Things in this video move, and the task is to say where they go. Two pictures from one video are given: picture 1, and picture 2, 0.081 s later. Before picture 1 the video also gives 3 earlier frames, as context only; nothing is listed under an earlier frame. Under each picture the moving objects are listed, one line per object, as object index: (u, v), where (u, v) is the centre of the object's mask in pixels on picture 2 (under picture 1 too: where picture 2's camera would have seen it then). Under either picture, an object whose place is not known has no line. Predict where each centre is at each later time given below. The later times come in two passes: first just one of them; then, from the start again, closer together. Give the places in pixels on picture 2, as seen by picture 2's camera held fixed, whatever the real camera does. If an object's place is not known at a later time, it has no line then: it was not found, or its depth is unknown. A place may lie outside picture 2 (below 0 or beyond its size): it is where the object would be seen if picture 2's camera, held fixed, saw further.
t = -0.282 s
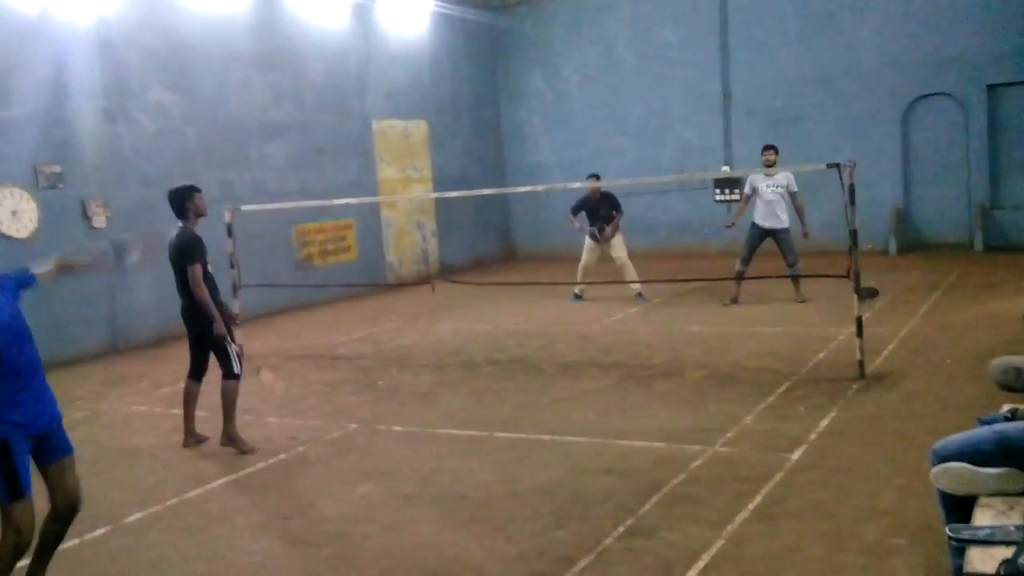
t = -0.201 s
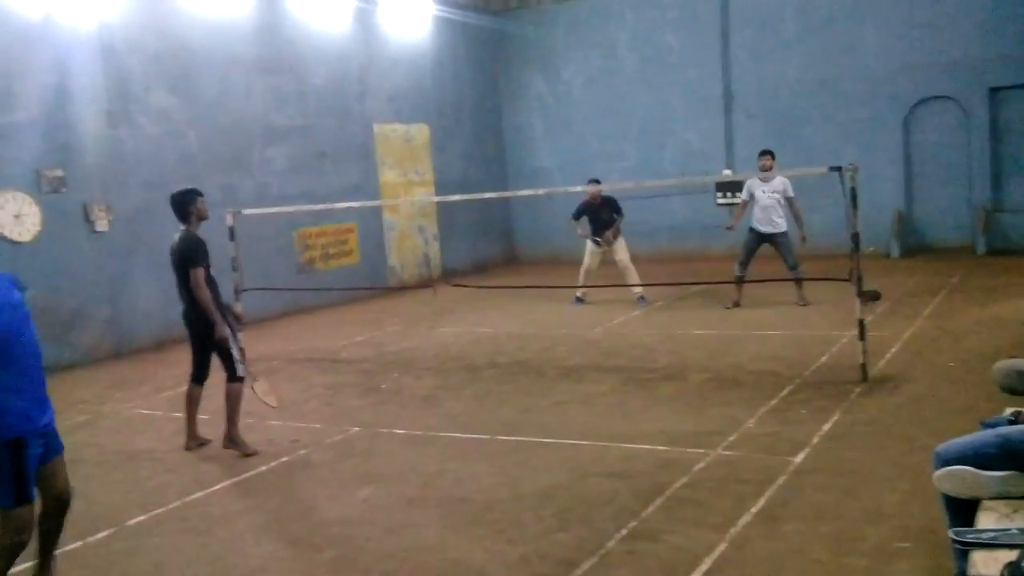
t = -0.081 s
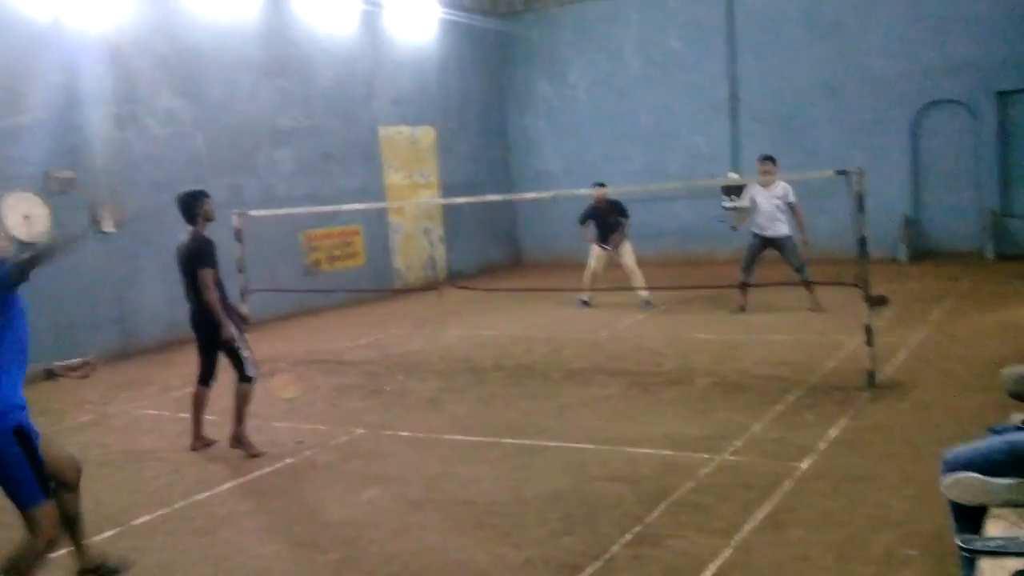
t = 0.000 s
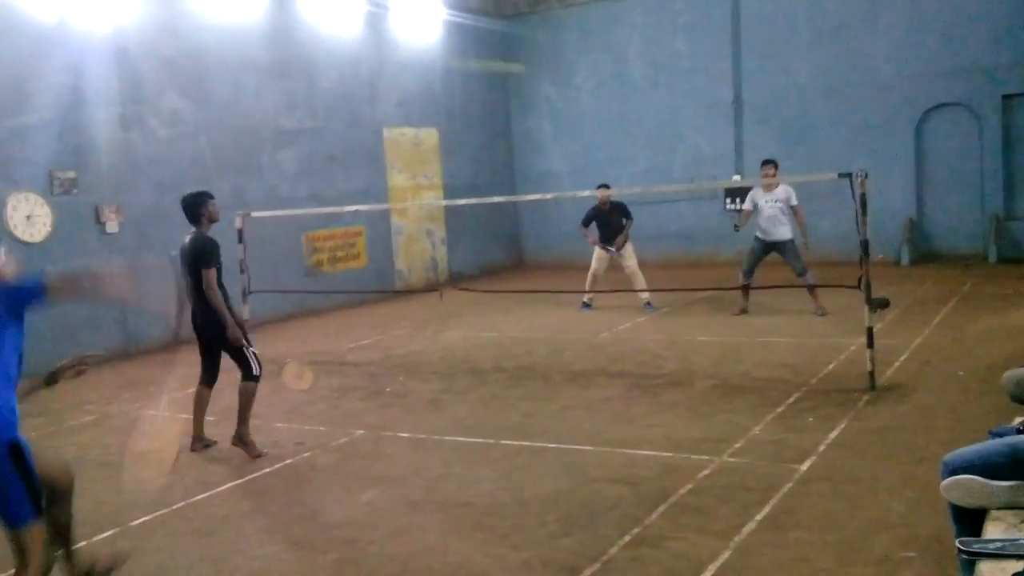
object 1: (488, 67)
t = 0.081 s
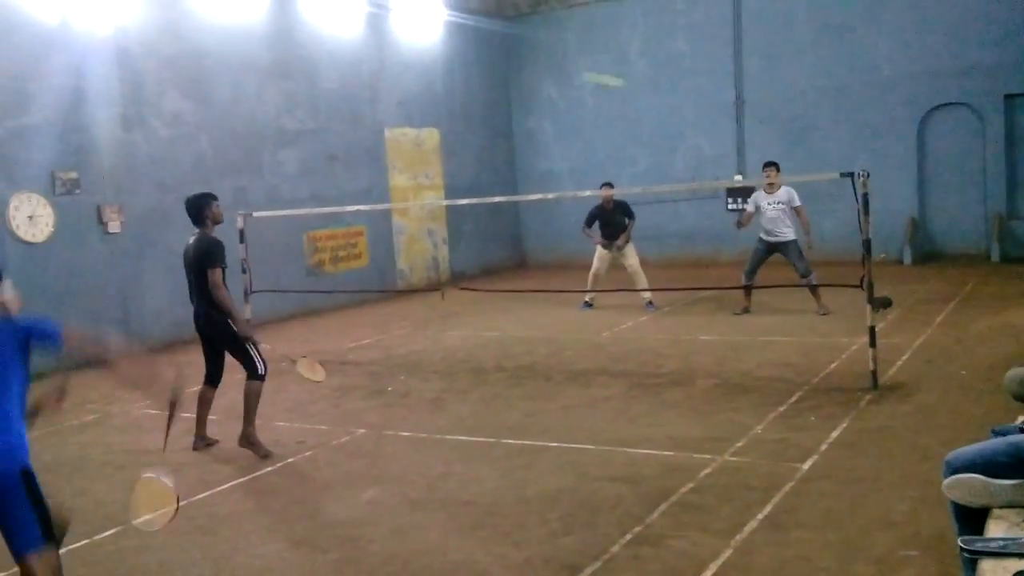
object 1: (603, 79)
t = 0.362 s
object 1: (724, 131)
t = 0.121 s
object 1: (636, 86)
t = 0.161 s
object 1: (660, 93)
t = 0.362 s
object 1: (724, 131)
